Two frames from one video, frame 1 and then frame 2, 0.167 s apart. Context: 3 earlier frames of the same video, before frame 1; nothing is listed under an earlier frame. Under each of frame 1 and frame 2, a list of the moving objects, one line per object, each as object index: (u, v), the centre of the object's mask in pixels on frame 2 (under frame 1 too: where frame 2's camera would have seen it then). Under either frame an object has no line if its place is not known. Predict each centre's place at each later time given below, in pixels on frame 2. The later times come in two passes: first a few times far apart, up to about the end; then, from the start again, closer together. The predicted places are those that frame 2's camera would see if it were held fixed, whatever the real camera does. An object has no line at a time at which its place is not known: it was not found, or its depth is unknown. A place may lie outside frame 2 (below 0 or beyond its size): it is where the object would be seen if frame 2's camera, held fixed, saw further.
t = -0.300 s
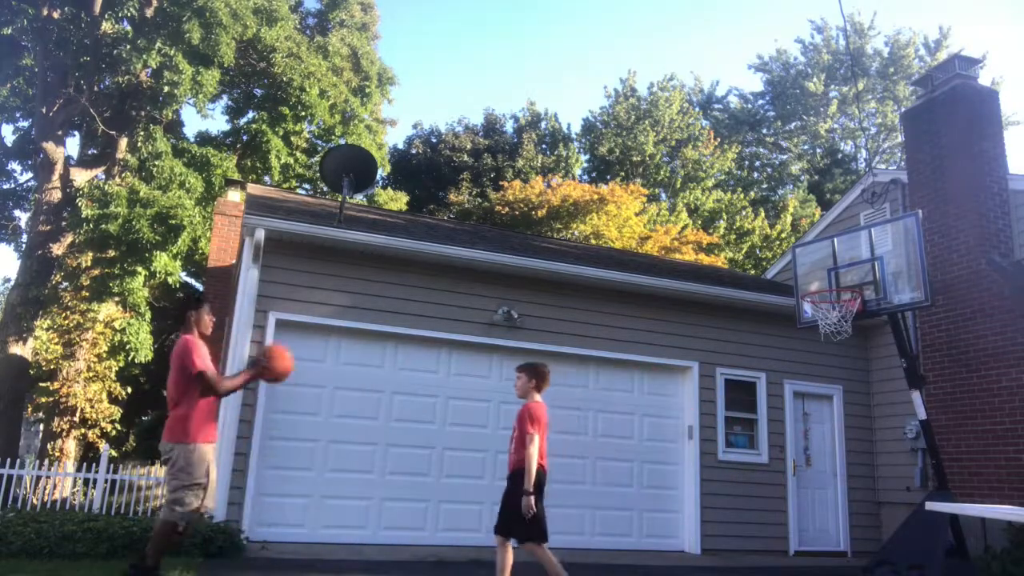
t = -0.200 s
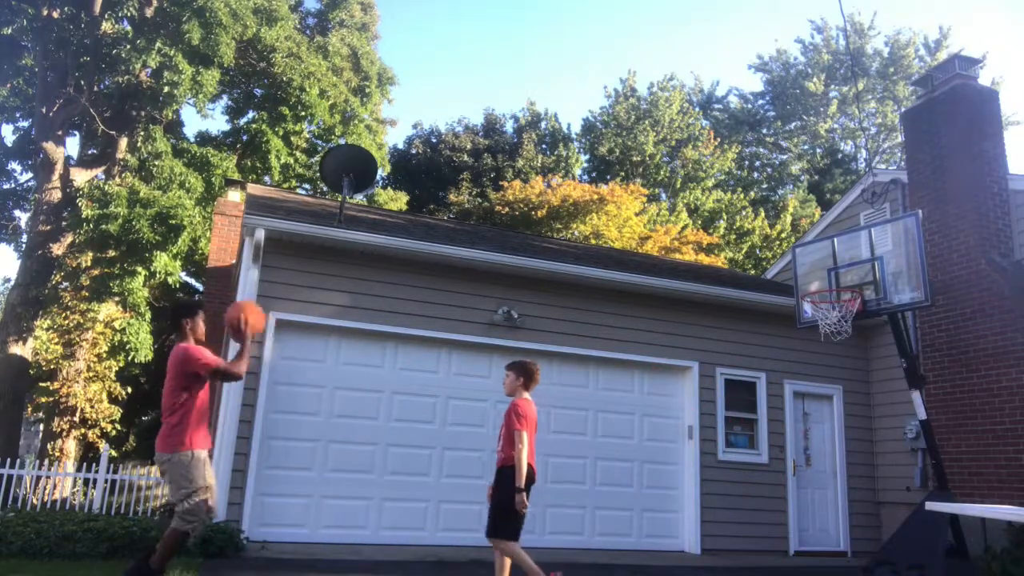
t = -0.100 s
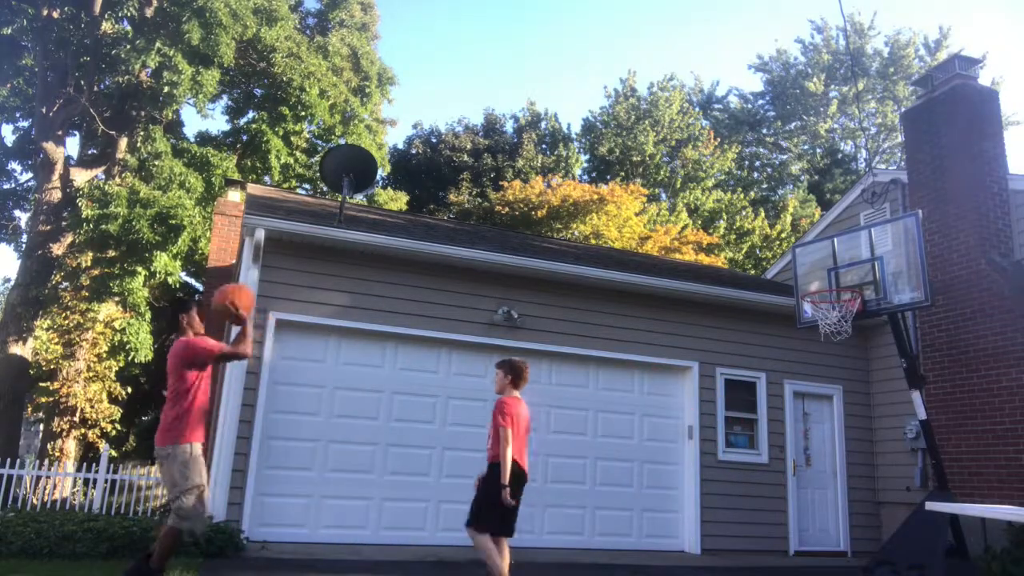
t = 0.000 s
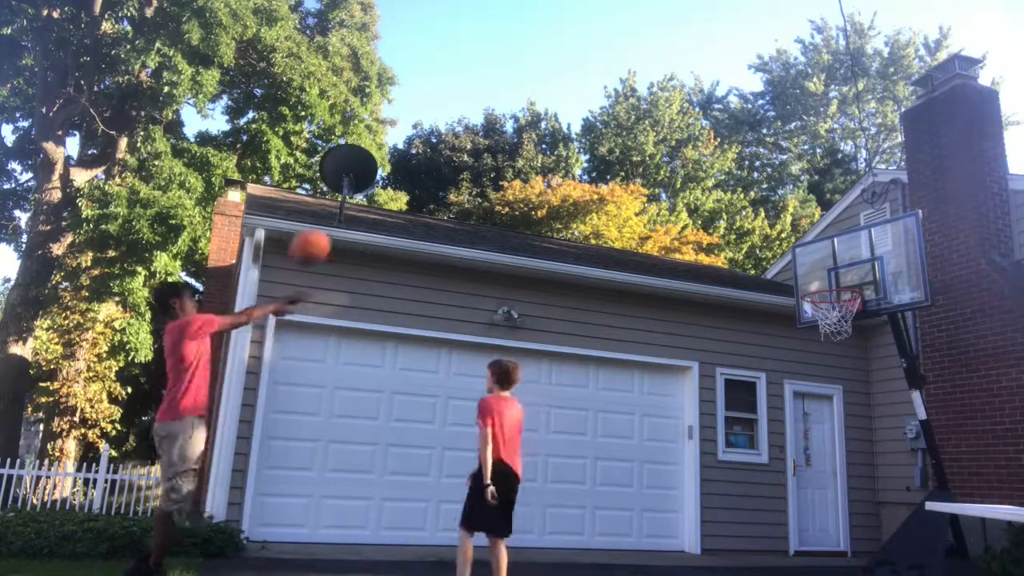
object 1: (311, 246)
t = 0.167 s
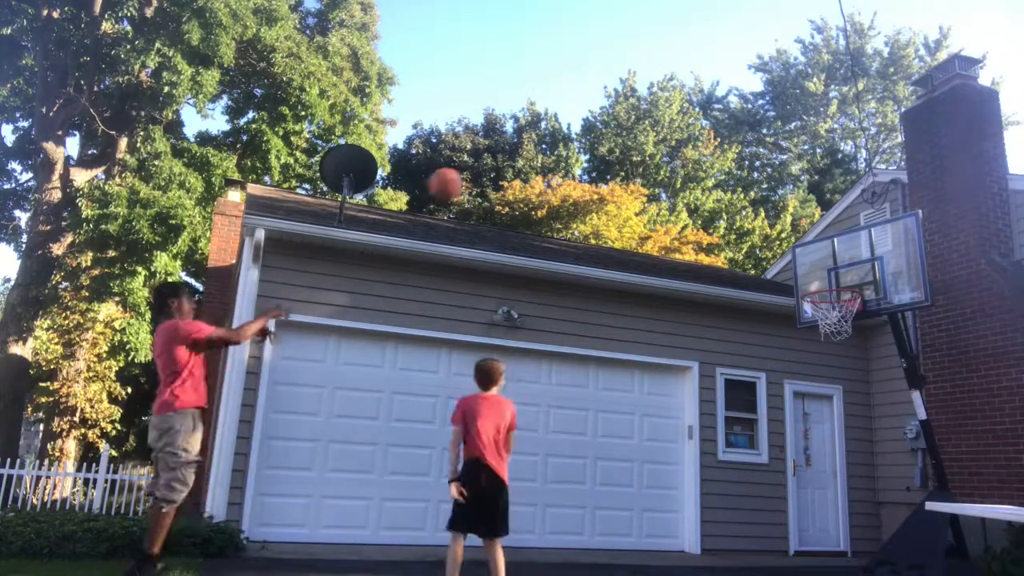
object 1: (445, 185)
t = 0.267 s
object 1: (513, 169)
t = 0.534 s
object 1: (665, 189)
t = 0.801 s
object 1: (794, 276)
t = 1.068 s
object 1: (803, 258)
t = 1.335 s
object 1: (759, 276)
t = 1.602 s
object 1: (716, 379)
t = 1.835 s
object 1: (676, 557)
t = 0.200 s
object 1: (470, 178)
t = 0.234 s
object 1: (491, 172)
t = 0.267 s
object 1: (513, 169)
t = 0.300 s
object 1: (534, 168)
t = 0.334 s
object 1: (553, 167)
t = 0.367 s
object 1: (575, 167)
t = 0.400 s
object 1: (594, 168)
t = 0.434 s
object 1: (613, 172)
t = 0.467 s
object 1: (630, 176)
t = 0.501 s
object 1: (649, 180)
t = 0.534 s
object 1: (665, 189)
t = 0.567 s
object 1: (683, 196)
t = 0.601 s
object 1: (701, 205)
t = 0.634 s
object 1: (716, 215)
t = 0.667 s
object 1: (731, 224)
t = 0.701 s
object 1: (750, 236)
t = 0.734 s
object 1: (765, 248)
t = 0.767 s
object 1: (780, 263)
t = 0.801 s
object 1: (794, 276)
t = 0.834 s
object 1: (808, 288)
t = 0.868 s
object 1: (814, 286)
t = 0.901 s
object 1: (820, 282)
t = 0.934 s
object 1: (823, 277)
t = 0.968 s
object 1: (819, 270)
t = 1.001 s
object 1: (814, 265)
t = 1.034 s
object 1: (808, 261)
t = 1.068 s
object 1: (803, 258)
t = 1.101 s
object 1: (798, 256)
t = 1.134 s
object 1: (794, 256)
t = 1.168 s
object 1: (788, 256)
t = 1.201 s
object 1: (782, 258)
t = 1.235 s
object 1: (780, 260)
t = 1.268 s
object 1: (768, 268)
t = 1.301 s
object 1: (766, 270)
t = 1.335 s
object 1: (759, 276)
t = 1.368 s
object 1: (755, 285)
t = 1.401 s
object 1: (750, 293)
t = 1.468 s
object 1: (738, 317)
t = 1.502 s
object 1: (733, 330)
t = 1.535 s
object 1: (728, 345)
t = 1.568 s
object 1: (722, 360)
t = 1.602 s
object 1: (716, 379)
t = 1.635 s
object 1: (711, 399)
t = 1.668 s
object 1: (704, 422)
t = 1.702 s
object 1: (700, 445)
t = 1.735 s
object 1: (694, 470)
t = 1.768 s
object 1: (687, 497)
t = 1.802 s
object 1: (681, 527)
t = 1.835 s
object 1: (676, 557)
